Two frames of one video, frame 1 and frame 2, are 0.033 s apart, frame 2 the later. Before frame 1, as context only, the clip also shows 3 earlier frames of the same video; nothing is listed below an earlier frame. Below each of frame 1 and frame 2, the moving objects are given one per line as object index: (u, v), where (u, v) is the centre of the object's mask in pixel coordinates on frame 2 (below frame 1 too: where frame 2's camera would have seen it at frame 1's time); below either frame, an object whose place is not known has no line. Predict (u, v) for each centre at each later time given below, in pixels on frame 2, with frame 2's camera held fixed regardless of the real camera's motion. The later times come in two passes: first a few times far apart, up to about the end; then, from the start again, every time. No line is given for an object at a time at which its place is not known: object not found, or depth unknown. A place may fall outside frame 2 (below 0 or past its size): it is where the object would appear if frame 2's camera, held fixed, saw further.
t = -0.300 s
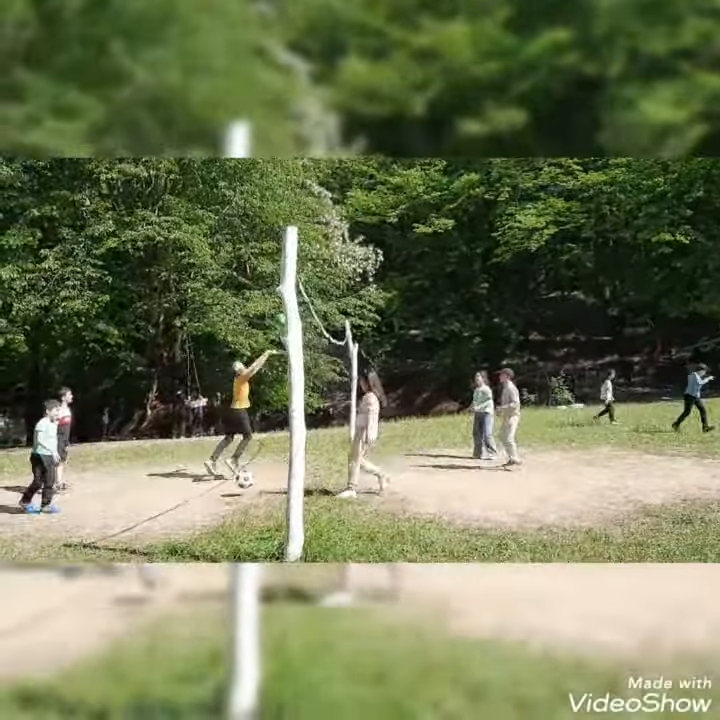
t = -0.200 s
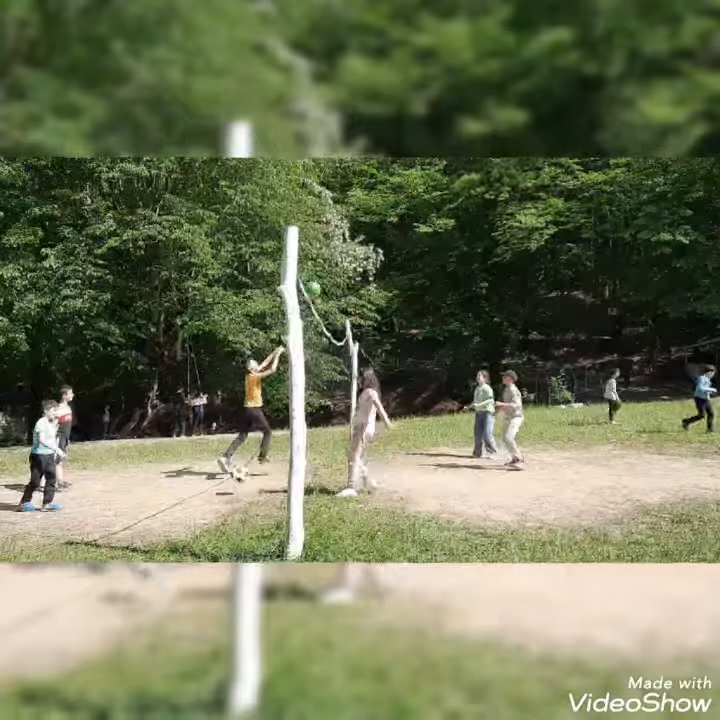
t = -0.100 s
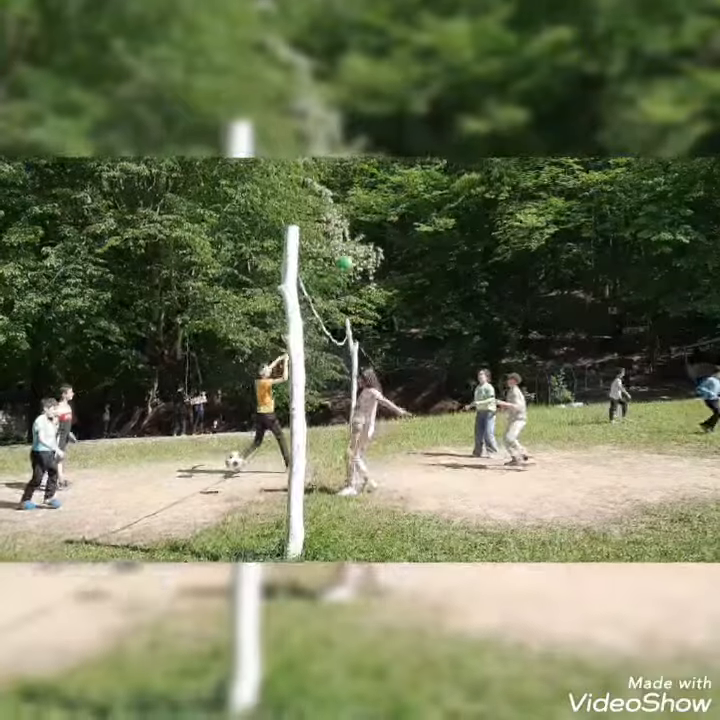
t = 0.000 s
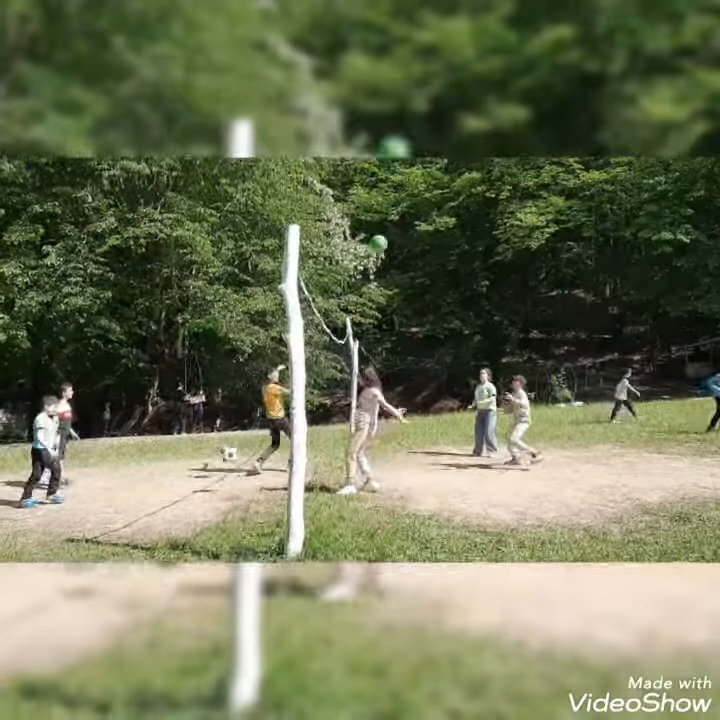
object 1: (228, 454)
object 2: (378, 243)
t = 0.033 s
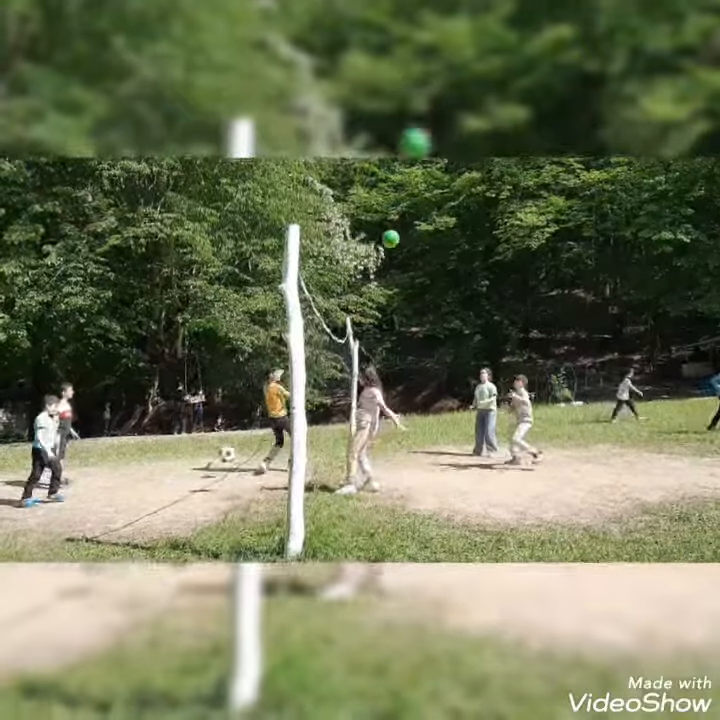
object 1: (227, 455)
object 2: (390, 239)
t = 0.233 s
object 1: (215, 474)
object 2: (466, 227)
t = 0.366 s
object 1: (206, 473)
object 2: (523, 237)
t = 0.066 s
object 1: (224, 456)
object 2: (402, 234)
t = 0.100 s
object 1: (223, 456)
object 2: (414, 231)
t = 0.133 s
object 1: (222, 460)
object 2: (427, 228)
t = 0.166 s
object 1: (219, 463)
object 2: (440, 226)
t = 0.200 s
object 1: (217, 467)
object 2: (453, 226)
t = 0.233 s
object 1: (215, 474)
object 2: (466, 227)
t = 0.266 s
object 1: (213, 480)
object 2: (480, 228)
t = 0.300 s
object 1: (210, 481)
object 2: (494, 230)
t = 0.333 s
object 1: (208, 477)
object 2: (508, 233)
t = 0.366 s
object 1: (206, 473)
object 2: (523, 237)
